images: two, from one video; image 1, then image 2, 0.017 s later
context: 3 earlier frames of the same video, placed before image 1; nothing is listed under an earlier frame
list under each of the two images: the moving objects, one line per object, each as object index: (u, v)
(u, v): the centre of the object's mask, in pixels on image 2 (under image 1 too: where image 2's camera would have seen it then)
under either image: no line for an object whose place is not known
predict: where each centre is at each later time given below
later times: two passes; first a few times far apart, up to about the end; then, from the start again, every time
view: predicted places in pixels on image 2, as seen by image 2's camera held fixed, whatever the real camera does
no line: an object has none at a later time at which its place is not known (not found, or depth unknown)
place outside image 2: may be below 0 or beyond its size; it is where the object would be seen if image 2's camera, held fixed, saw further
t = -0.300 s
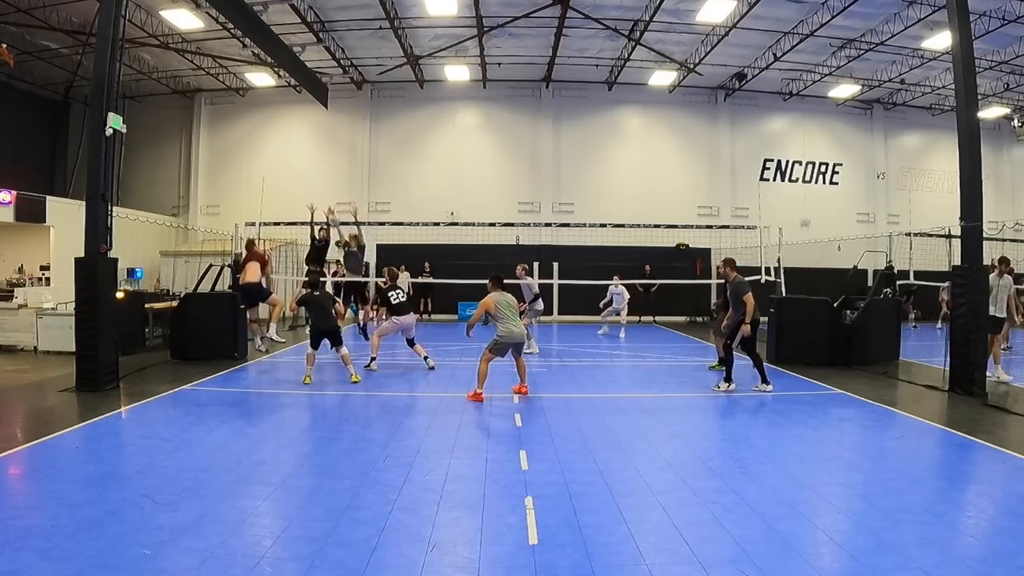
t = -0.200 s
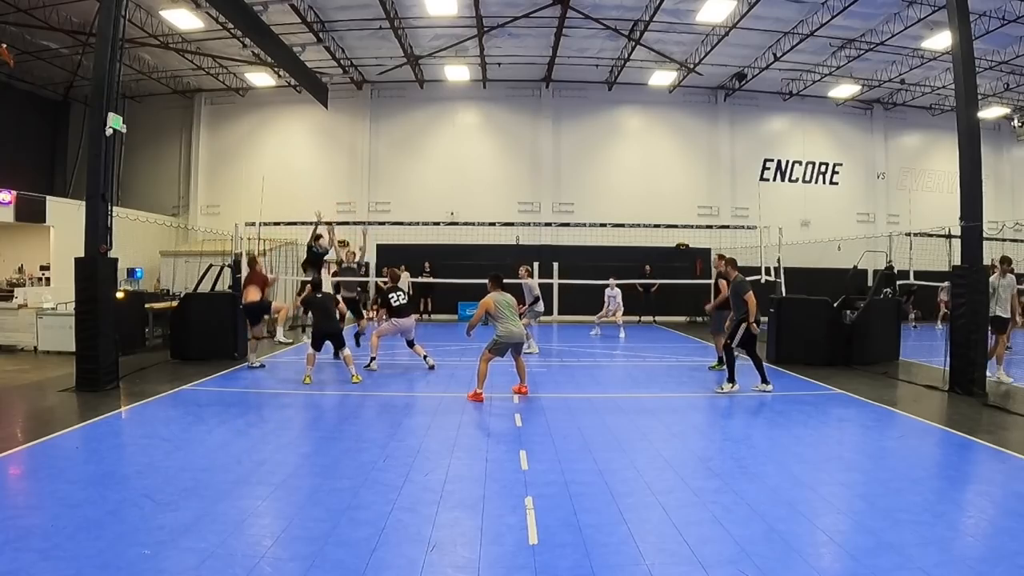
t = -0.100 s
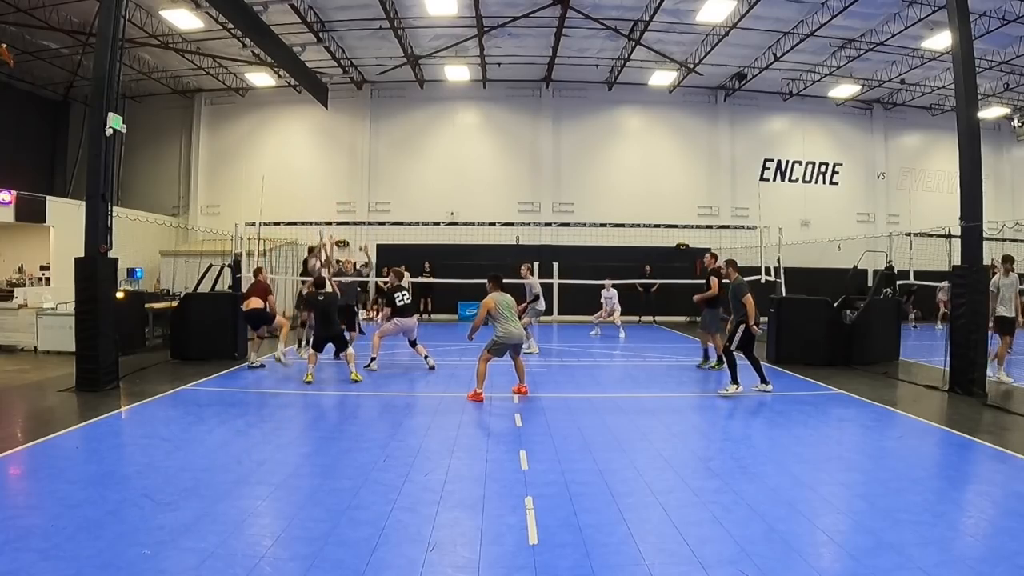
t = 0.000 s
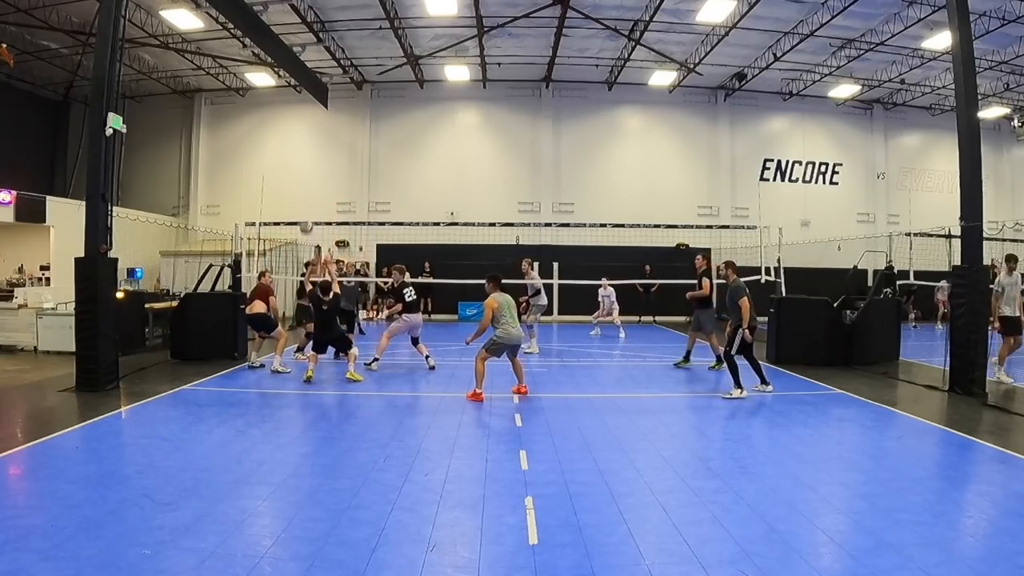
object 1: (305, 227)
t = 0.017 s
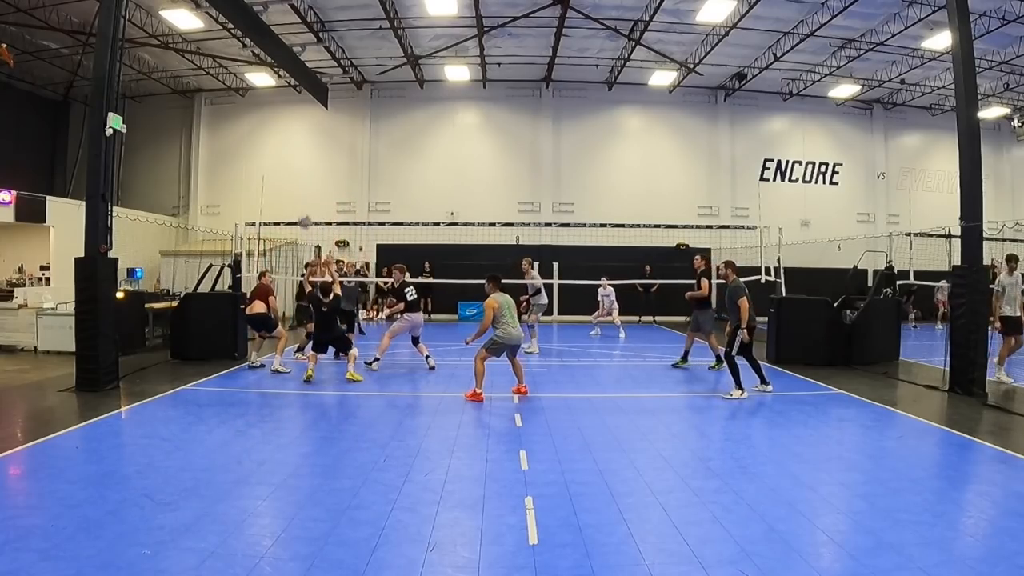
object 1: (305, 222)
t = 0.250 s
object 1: (287, 157)
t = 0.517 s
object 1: (267, 128)
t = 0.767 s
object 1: (245, 144)
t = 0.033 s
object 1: (303, 216)
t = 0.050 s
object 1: (302, 210)
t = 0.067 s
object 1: (300, 205)
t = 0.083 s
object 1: (299, 199)
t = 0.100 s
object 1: (298, 194)
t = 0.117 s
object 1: (296, 189)
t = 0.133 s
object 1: (296, 185)
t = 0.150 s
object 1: (294, 180)
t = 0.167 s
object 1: (293, 176)
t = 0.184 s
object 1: (292, 172)
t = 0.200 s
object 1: (291, 168)
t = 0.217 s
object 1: (289, 164)
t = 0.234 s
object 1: (288, 161)
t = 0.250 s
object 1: (287, 157)
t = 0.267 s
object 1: (286, 154)
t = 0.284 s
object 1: (284, 151)
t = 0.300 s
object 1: (283, 148)
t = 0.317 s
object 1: (282, 146)
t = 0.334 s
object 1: (281, 143)
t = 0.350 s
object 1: (279, 141)
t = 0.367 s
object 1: (278, 139)
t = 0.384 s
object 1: (276, 136)
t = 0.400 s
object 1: (275, 135)
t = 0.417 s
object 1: (274, 133)
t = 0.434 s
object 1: (273, 132)
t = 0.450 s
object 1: (271, 131)
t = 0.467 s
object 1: (270, 130)
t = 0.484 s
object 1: (269, 129)
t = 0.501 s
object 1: (268, 128)
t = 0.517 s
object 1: (267, 128)
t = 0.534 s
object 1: (265, 127)
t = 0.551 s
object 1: (264, 127)
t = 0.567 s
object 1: (262, 128)
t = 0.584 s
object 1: (261, 127)
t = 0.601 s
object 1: (259, 128)
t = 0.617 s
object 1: (258, 129)
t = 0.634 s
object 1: (257, 130)
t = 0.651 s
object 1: (255, 130)
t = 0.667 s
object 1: (254, 132)
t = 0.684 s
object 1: (252, 133)
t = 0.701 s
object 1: (251, 135)
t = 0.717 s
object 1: (249, 138)
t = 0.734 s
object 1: (248, 139)
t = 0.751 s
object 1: (247, 141)
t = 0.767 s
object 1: (245, 144)
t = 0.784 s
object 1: (244, 146)
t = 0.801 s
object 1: (242, 149)
